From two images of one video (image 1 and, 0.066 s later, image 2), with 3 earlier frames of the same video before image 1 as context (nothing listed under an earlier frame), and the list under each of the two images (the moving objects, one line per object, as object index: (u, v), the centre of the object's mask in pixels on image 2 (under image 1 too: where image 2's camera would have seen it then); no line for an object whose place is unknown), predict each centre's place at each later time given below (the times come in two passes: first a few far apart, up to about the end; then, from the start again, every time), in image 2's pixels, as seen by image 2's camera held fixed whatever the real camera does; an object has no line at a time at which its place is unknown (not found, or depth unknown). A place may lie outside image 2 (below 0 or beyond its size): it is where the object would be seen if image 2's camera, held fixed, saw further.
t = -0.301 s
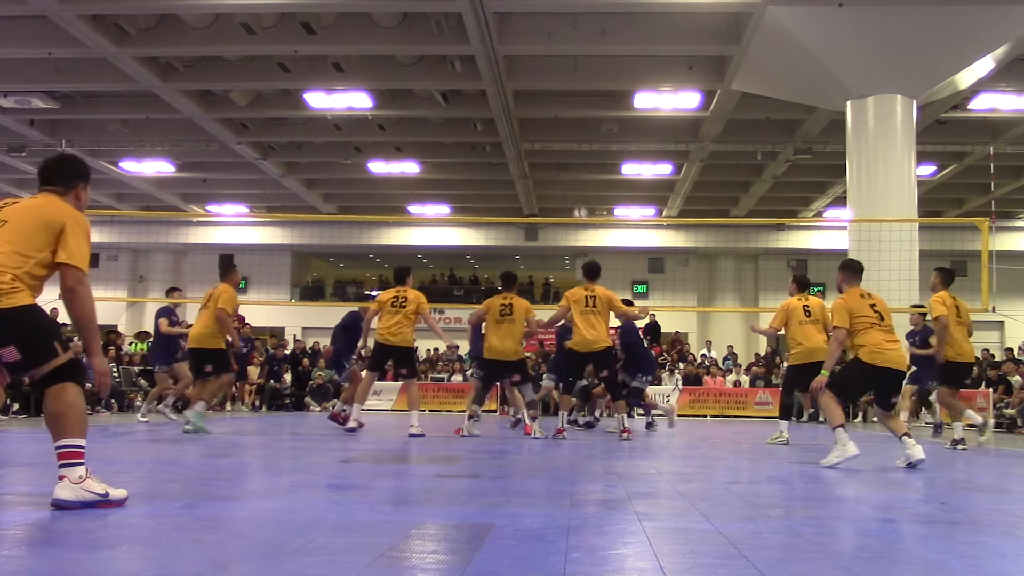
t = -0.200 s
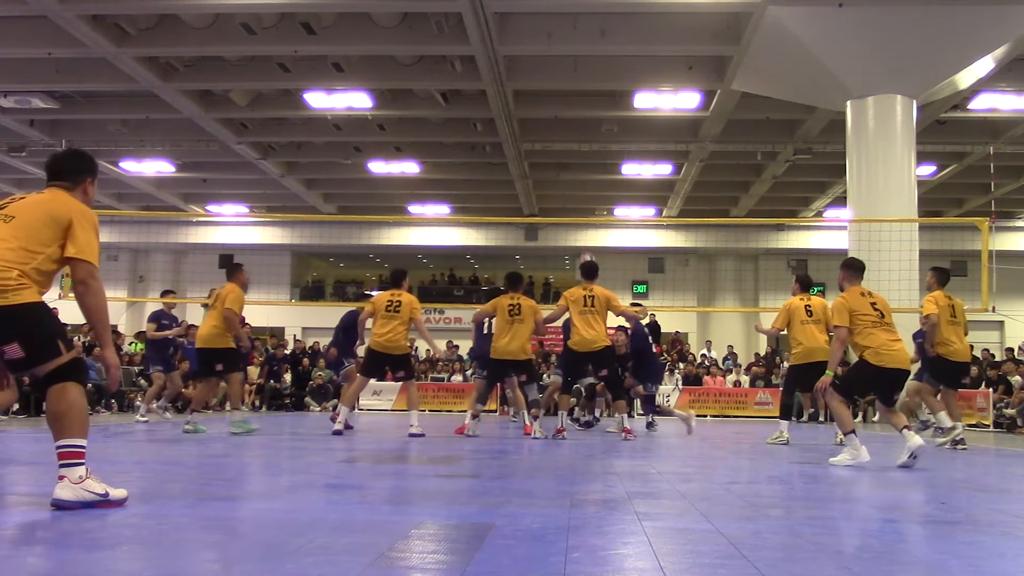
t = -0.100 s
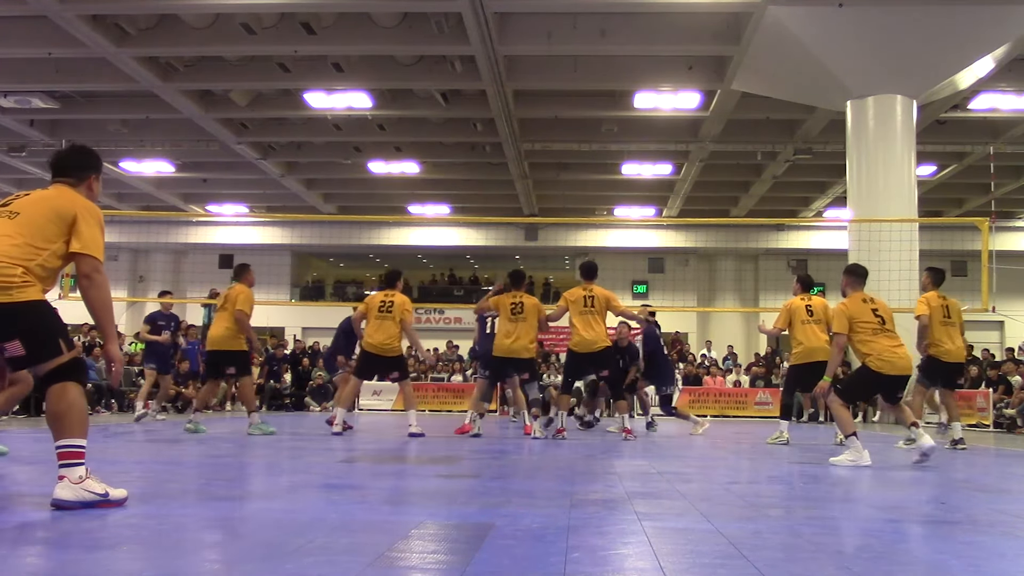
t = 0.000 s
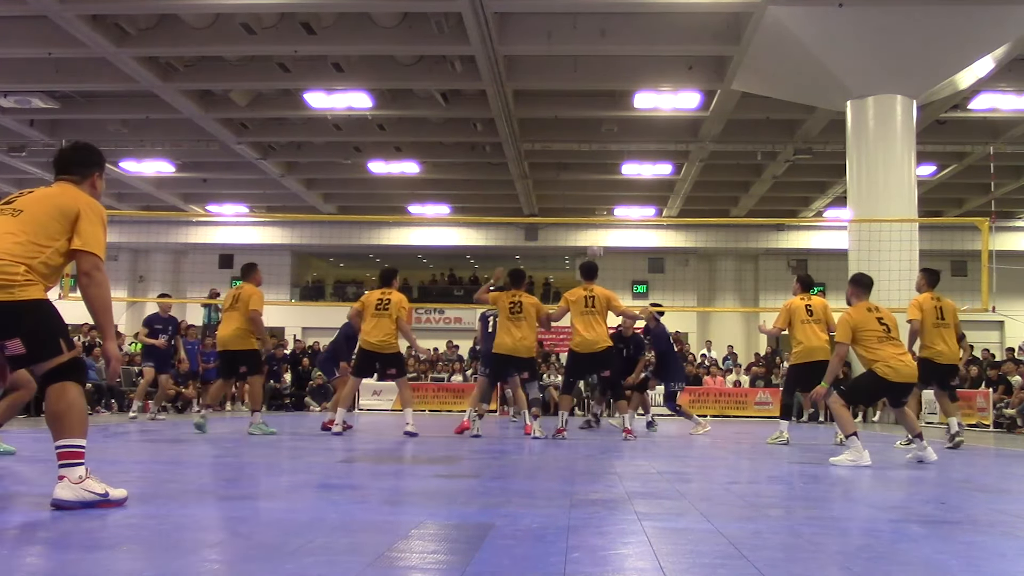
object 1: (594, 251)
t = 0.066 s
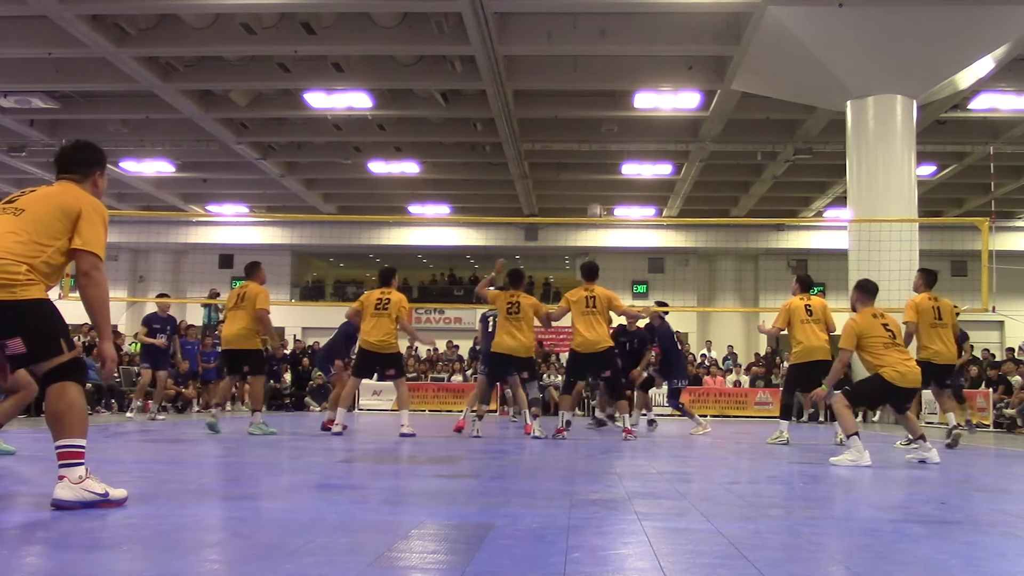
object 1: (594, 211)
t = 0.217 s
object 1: (597, 143)
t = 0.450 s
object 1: (598, 70)
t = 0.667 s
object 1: (598, 40)
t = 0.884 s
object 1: (597, 43)
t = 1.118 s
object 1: (597, 80)
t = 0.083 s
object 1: (595, 203)
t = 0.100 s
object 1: (595, 195)
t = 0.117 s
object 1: (595, 187)
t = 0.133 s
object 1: (595, 179)
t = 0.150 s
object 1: (596, 172)
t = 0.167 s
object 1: (596, 164)
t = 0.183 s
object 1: (596, 157)
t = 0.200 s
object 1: (597, 149)
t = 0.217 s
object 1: (597, 143)
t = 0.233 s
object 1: (597, 137)
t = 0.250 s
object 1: (597, 131)
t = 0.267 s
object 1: (597, 125)
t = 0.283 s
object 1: (597, 119)
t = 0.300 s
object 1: (597, 113)
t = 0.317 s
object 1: (597, 107)
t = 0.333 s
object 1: (598, 102)
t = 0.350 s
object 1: (598, 97)
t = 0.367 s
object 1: (598, 92)
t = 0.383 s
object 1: (598, 87)
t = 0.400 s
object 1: (598, 82)
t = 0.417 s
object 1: (598, 78)
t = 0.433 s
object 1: (598, 74)
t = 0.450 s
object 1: (598, 70)
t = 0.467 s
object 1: (598, 66)
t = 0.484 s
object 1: (598, 64)
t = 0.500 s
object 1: (598, 61)
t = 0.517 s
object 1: (598, 58)
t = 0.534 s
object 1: (598, 55)
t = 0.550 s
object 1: (598, 52)
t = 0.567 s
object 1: (598, 50)
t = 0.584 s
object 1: (598, 48)
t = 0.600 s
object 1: (598, 46)
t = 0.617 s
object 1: (598, 44)
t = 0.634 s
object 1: (598, 42)
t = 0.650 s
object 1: (598, 41)
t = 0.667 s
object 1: (598, 40)
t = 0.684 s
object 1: (598, 39)
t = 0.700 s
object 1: (598, 38)
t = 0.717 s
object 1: (598, 38)
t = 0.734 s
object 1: (598, 38)
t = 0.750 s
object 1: (597, 37)
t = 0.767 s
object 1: (597, 37)
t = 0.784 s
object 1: (598, 38)
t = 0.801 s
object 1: (598, 38)
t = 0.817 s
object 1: (598, 38)
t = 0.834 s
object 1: (598, 39)
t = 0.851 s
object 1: (597, 39)
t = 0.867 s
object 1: (597, 41)
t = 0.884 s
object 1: (597, 43)
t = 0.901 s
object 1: (597, 44)
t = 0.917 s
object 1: (597, 45)
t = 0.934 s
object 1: (597, 47)
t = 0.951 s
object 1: (597, 50)
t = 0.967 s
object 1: (597, 51)
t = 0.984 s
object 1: (597, 53)
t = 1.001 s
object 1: (597, 56)
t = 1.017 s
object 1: (598, 59)
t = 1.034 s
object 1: (597, 62)
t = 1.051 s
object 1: (597, 65)
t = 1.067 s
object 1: (597, 69)
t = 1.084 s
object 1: (597, 72)
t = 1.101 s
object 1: (597, 76)
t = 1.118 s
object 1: (597, 80)
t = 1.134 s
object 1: (597, 84)
